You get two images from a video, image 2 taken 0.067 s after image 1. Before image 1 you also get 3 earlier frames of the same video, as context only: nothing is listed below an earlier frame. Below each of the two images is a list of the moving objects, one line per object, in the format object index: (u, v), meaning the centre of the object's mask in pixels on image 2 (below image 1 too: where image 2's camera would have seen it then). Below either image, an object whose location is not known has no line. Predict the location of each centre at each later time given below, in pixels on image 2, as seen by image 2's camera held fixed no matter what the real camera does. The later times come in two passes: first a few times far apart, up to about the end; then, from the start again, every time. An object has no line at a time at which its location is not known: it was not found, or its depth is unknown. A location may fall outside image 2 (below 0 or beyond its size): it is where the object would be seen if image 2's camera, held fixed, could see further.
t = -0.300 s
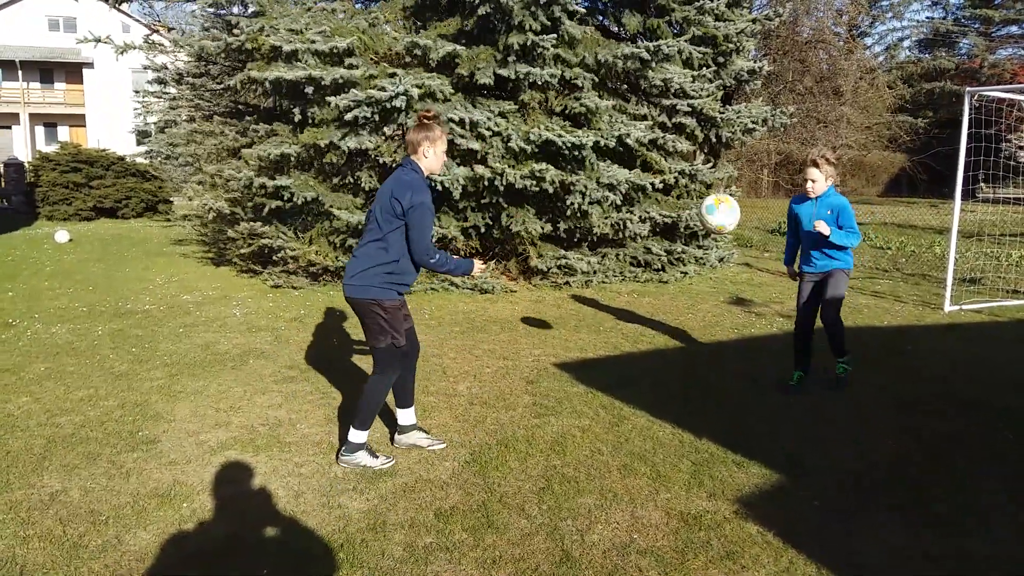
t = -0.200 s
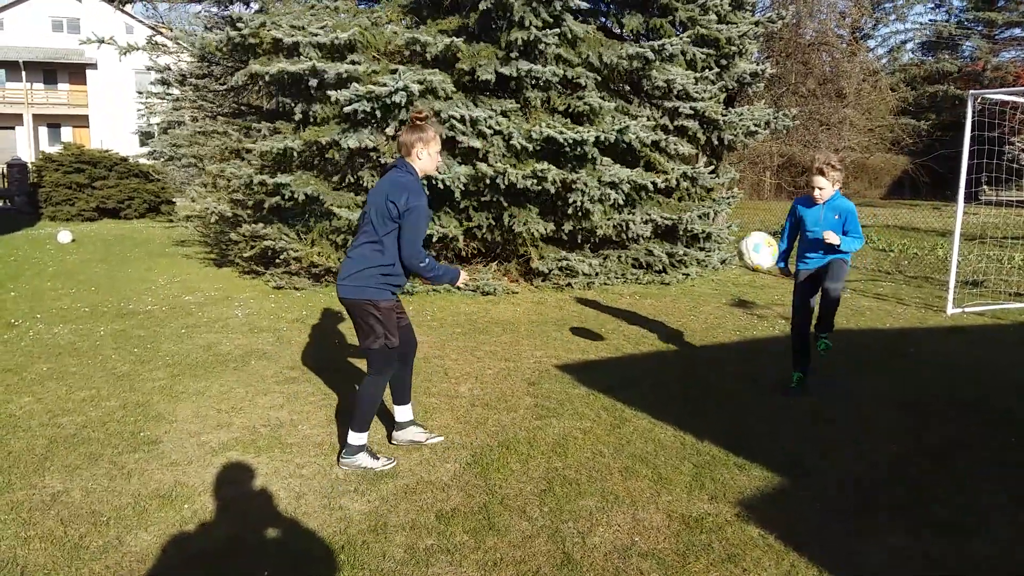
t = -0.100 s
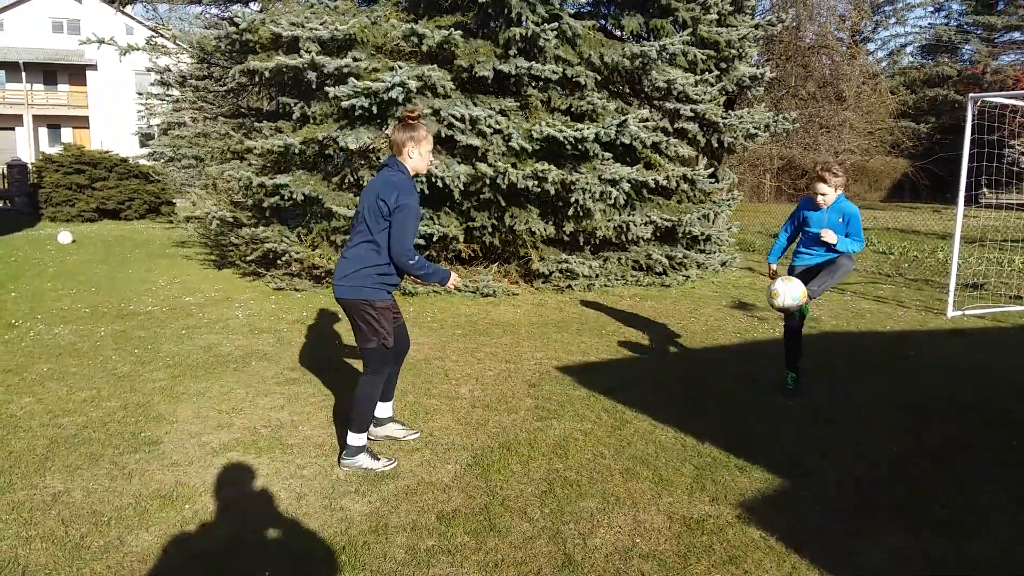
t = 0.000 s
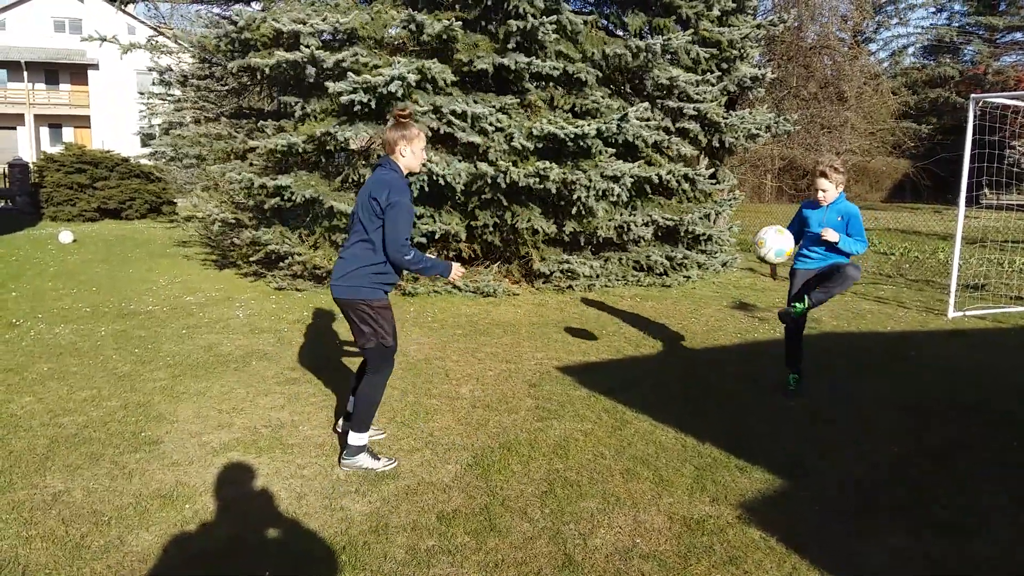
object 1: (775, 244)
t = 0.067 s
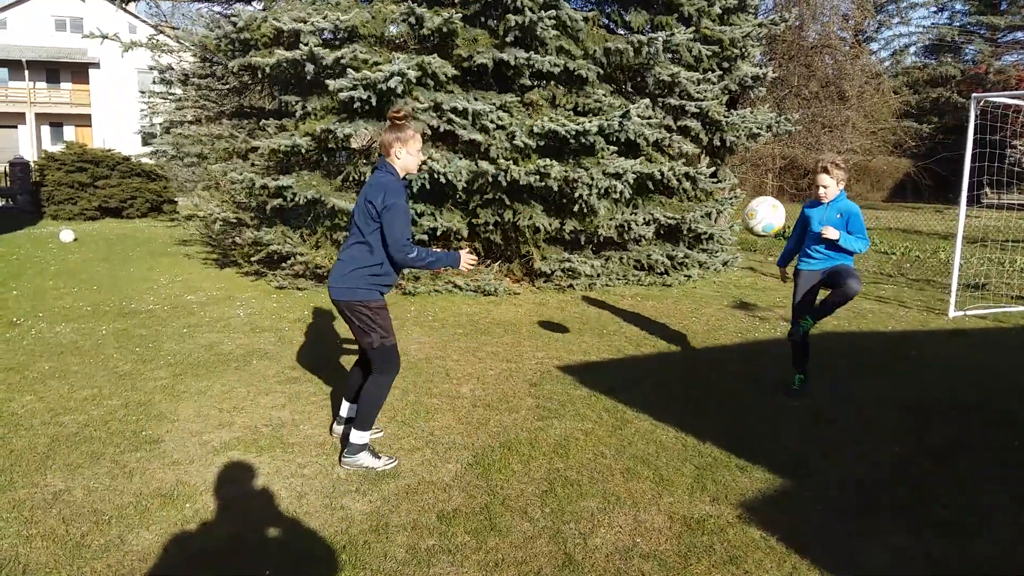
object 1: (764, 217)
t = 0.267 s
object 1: (725, 173)
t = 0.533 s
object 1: (656, 238)
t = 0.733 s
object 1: (588, 417)
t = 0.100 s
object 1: (757, 205)
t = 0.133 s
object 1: (752, 195)
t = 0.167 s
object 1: (745, 186)
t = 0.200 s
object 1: (739, 180)
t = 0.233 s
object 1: (733, 175)
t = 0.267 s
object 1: (725, 173)
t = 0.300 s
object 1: (717, 172)
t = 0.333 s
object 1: (710, 173)
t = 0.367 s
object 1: (701, 178)
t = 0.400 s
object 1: (693, 183)
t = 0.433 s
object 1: (684, 193)
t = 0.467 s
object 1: (675, 205)
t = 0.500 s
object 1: (666, 220)
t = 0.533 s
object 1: (656, 238)
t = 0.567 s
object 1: (645, 259)
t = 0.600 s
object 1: (634, 284)
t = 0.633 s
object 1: (623, 312)
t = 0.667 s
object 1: (612, 343)
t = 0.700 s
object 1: (600, 378)
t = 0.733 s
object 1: (588, 417)
